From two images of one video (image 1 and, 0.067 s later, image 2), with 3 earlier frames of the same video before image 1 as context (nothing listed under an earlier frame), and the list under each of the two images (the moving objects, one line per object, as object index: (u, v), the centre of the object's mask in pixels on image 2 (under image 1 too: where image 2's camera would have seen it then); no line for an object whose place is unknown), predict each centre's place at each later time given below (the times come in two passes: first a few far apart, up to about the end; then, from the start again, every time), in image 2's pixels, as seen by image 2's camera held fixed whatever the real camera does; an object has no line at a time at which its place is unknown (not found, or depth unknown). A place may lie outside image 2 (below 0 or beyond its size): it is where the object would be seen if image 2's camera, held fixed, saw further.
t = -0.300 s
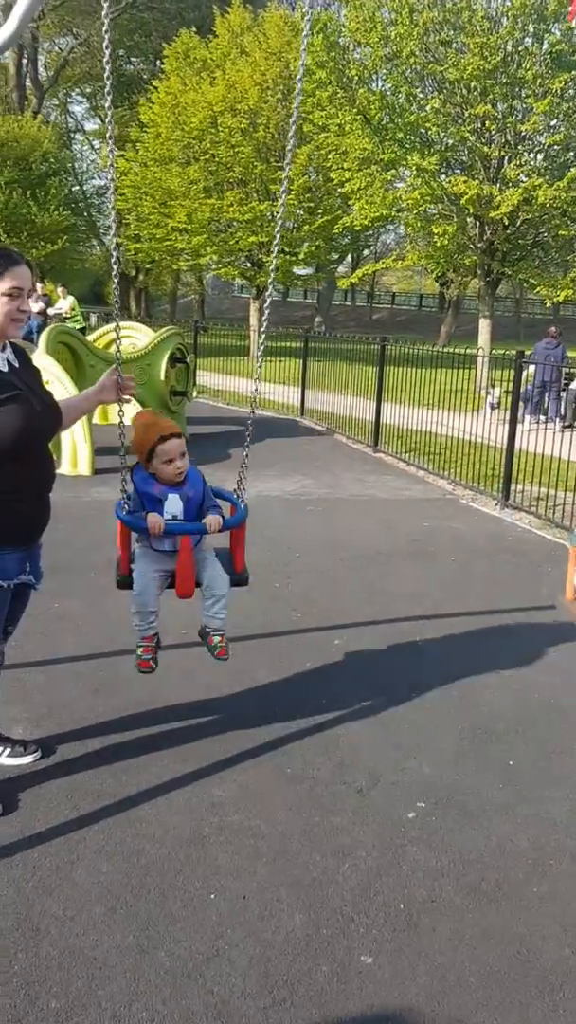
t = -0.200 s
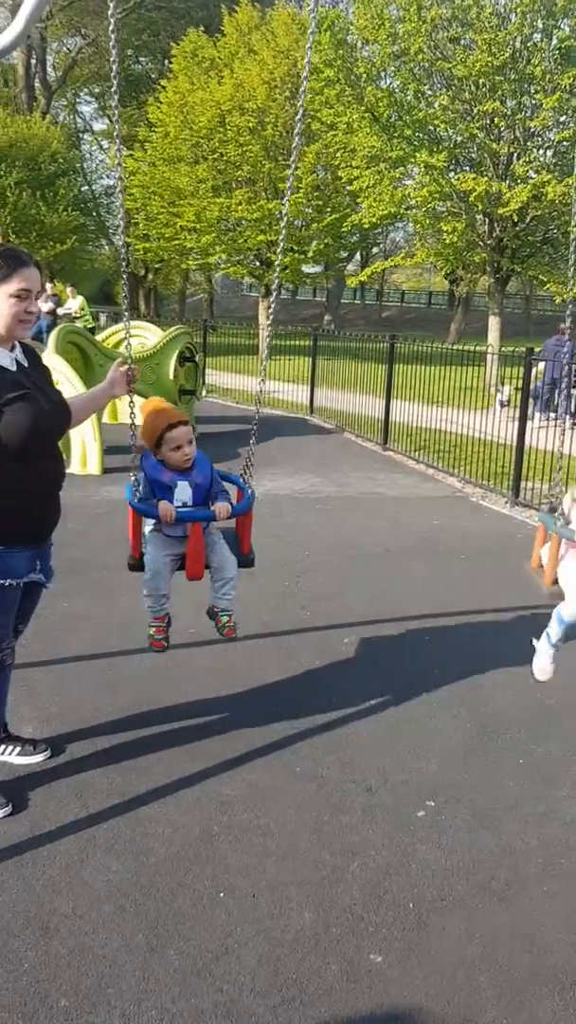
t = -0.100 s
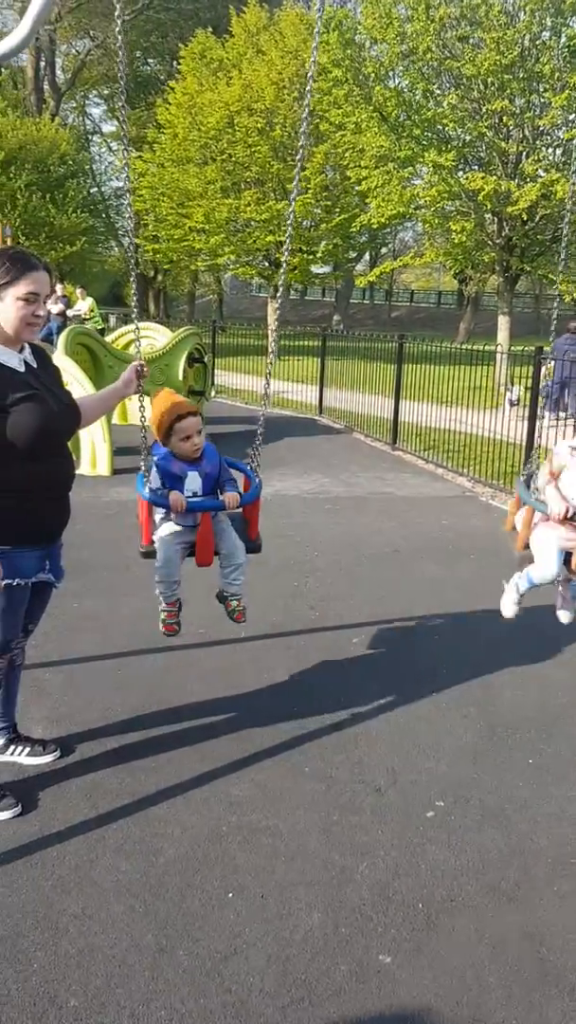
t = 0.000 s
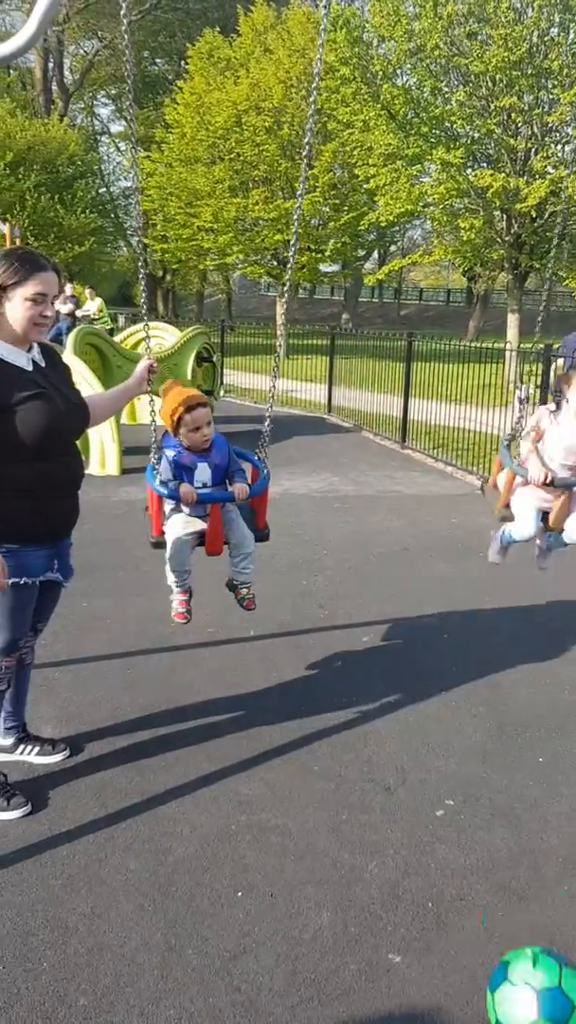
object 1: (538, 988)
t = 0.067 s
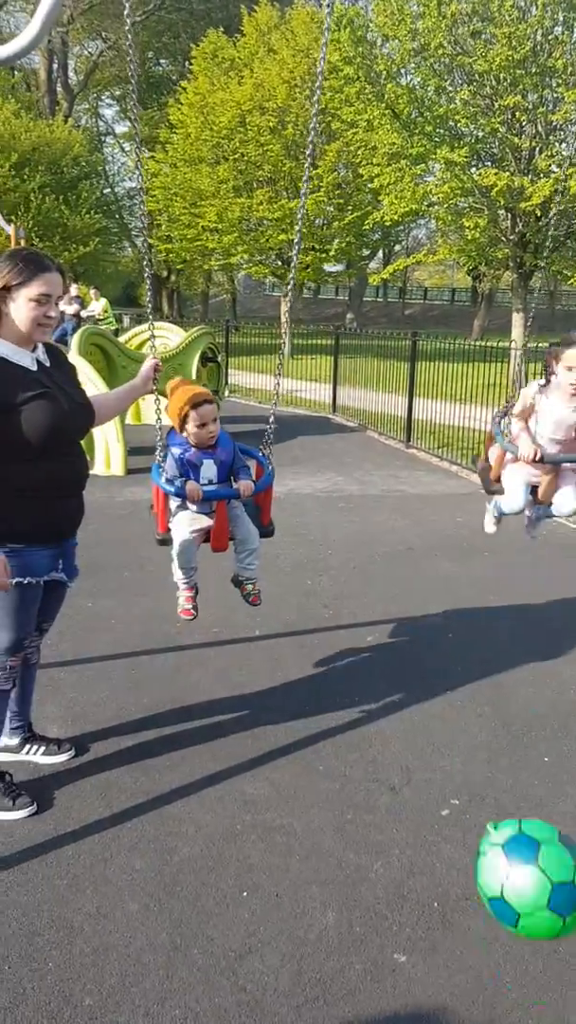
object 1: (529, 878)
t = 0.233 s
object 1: (477, 624)
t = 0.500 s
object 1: (359, 494)
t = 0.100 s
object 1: (520, 818)
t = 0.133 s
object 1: (513, 763)
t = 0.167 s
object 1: (501, 711)
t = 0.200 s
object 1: (489, 665)
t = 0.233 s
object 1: (477, 624)
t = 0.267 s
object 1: (464, 588)
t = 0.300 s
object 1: (449, 558)
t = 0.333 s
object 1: (435, 534)
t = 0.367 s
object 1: (421, 515)
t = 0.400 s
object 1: (405, 502)
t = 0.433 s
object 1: (390, 494)
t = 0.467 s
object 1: (374, 491)
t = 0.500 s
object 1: (359, 494)
